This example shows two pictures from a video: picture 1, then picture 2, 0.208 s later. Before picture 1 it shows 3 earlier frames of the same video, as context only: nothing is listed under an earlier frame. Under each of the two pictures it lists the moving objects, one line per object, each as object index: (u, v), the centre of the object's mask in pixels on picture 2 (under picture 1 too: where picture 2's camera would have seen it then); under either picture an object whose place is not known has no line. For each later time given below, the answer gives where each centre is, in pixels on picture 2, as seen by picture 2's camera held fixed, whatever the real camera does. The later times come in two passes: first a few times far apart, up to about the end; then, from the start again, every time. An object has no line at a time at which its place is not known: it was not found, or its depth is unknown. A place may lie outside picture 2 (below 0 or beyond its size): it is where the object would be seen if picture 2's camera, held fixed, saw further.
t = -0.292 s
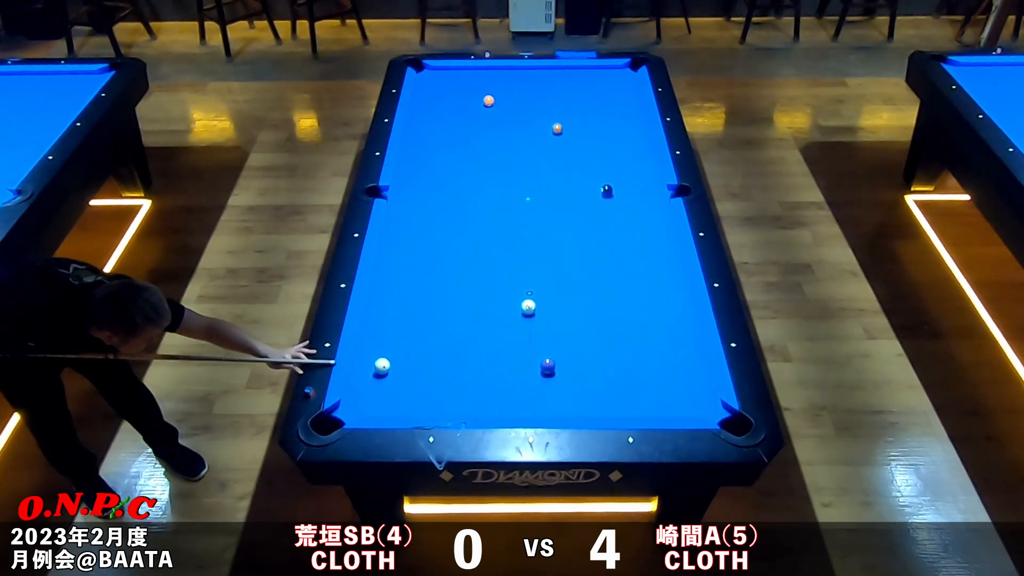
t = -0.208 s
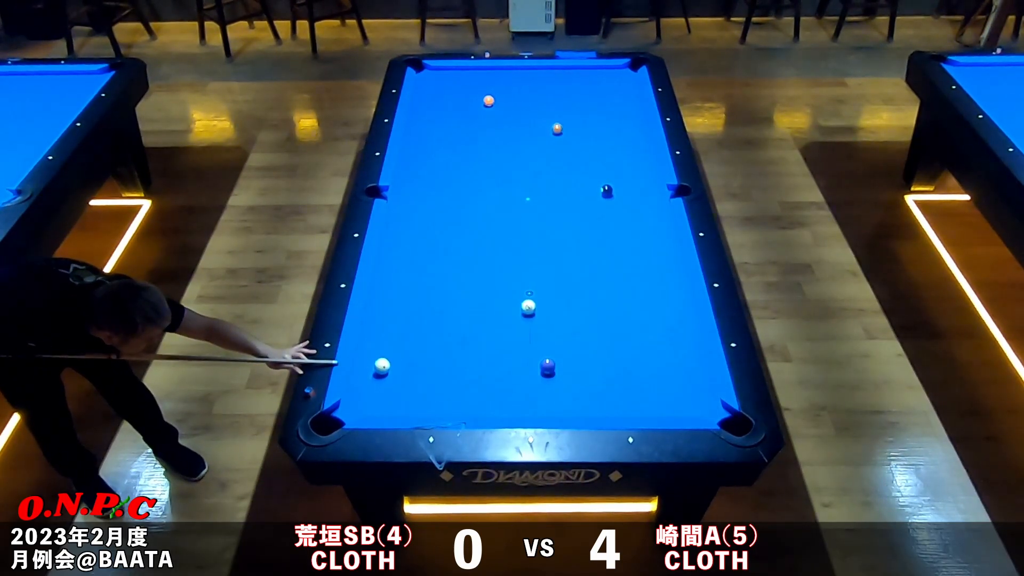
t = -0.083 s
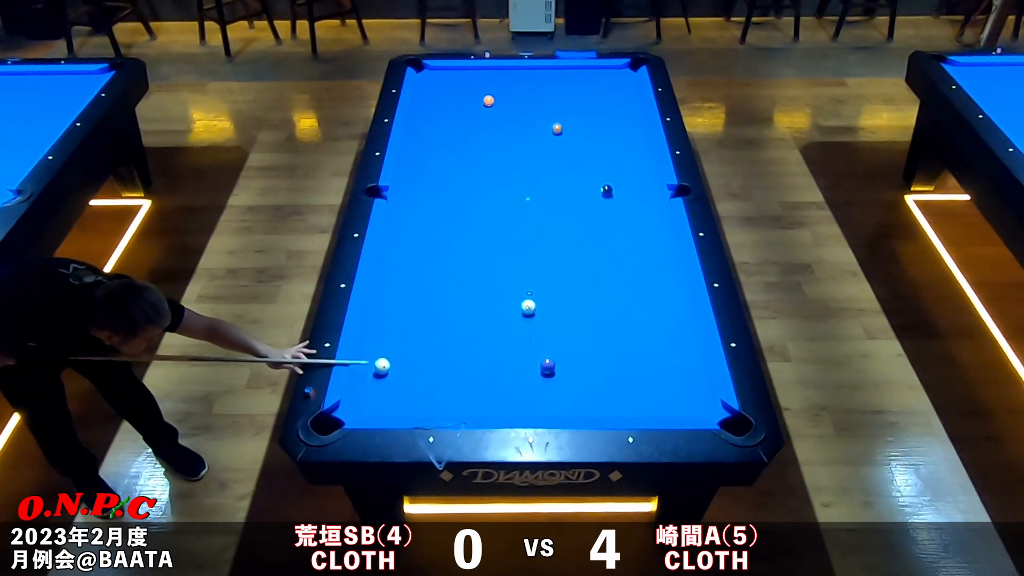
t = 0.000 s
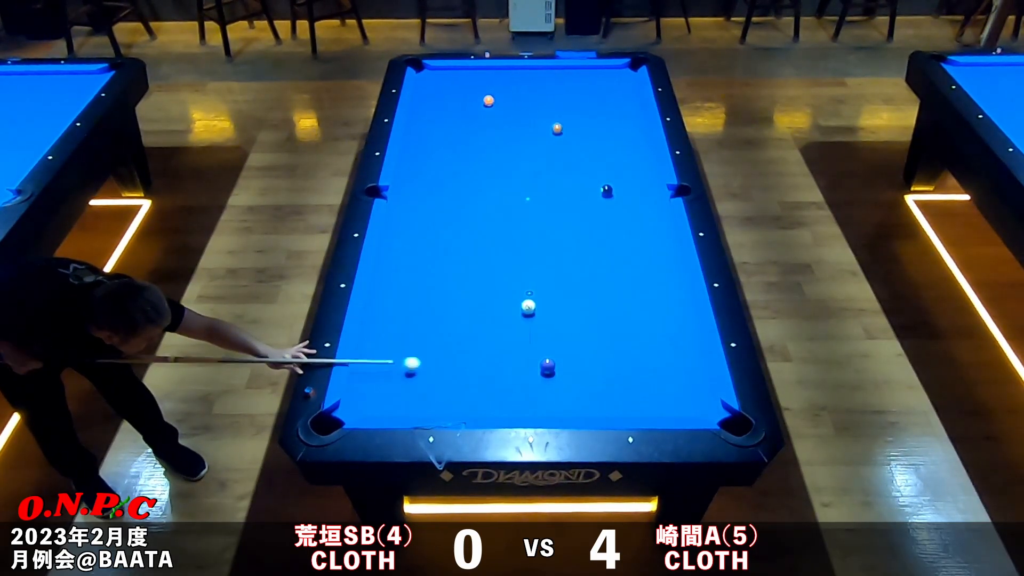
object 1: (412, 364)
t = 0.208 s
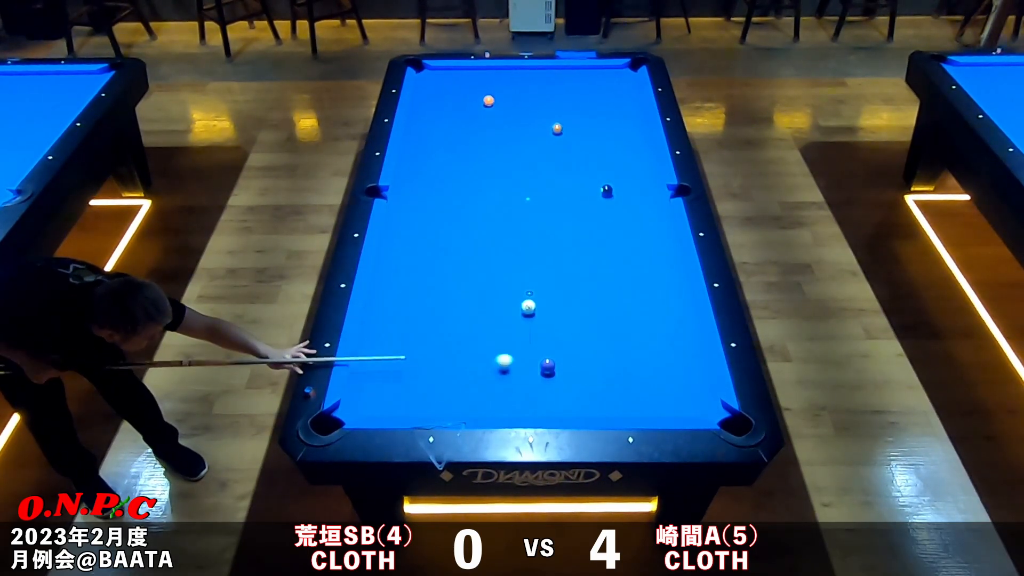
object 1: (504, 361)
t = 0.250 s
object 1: (518, 361)
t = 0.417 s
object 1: (544, 348)
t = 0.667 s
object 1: (575, 329)
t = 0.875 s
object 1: (600, 313)
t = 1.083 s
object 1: (621, 300)
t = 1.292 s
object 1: (643, 286)
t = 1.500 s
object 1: (661, 275)
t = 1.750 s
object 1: (676, 262)
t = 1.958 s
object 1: (663, 255)
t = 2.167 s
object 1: (651, 249)
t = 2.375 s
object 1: (641, 243)
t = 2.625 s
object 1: (630, 237)
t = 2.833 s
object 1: (622, 232)
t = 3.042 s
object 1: (614, 228)
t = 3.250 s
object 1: (607, 224)
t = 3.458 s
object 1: (601, 221)
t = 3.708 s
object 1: (595, 218)
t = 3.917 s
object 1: (590, 215)
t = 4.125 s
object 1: (586, 213)
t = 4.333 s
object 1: (583, 211)
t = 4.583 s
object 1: (580, 210)
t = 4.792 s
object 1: (578, 208)
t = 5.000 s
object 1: (577, 208)
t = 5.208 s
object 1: (577, 207)
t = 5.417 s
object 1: (576, 207)
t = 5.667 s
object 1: (577, 207)
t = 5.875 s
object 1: (577, 208)
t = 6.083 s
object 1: (577, 208)
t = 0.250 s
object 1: (518, 361)
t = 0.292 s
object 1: (533, 359)
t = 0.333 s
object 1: (535, 356)
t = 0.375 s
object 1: (540, 351)
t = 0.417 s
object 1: (544, 348)
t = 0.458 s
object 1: (551, 344)
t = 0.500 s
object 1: (555, 342)
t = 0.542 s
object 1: (561, 338)
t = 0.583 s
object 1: (565, 335)
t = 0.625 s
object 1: (571, 331)
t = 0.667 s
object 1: (575, 329)
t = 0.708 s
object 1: (581, 325)
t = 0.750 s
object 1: (585, 322)
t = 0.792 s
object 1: (591, 319)
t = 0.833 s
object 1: (595, 316)
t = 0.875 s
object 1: (600, 313)
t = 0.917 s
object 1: (604, 310)
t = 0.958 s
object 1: (609, 307)
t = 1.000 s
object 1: (613, 305)
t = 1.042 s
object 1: (618, 302)
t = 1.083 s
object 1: (621, 300)
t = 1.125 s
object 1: (626, 296)
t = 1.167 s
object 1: (630, 294)
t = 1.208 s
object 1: (635, 291)
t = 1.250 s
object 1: (638, 289)
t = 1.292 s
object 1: (643, 286)
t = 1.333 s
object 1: (646, 284)
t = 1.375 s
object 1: (650, 281)
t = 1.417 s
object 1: (654, 279)
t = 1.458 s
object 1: (658, 277)
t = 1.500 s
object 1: (661, 275)
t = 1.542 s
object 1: (665, 272)
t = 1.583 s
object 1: (668, 270)
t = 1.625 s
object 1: (673, 268)
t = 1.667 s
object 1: (676, 266)
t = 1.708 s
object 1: (678, 264)
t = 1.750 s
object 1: (676, 262)
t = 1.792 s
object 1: (672, 261)
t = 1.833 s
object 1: (670, 260)
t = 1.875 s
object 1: (667, 258)
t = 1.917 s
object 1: (665, 257)
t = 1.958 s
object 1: (663, 255)
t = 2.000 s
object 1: (661, 254)
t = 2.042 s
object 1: (658, 253)
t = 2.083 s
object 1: (656, 252)
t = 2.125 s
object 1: (653, 250)
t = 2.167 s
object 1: (651, 249)
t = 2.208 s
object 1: (649, 248)
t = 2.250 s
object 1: (647, 247)
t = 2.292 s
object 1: (645, 245)
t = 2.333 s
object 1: (643, 245)
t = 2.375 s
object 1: (641, 243)
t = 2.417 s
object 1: (639, 242)
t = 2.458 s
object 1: (637, 241)
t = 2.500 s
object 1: (635, 240)
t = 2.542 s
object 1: (633, 239)
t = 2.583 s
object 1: (632, 238)
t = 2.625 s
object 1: (630, 237)
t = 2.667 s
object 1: (628, 236)
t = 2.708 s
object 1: (626, 235)
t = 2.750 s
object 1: (625, 234)
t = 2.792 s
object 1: (623, 233)
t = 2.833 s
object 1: (622, 232)
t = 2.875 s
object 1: (620, 232)
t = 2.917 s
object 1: (619, 231)
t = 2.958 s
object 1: (617, 230)
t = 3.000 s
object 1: (615, 229)
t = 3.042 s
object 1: (614, 228)
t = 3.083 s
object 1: (613, 227)
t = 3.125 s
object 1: (611, 227)
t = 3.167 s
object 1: (610, 226)
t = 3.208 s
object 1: (608, 225)
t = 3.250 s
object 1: (607, 224)
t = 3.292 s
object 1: (606, 223)
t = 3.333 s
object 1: (605, 223)
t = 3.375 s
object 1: (603, 222)
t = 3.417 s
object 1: (602, 222)
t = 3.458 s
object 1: (601, 221)
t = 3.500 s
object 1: (600, 220)
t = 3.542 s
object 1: (599, 220)
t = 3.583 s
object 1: (598, 219)
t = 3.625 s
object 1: (597, 218)
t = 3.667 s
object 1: (596, 218)
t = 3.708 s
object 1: (595, 218)
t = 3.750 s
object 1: (594, 217)
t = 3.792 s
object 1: (593, 216)
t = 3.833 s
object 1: (592, 216)
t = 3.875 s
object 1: (591, 216)
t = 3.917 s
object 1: (590, 215)
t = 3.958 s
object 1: (589, 215)
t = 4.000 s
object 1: (588, 214)
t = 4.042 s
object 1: (587, 214)
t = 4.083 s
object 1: (587, 213)
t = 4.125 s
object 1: (586, 213)
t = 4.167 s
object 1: (586, 213)
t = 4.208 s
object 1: (585, 212)
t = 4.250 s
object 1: (584, 212)
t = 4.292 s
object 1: (584, 212)
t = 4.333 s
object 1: (583, 211)
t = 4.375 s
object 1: (582, 211)
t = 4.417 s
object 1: (582, 211)
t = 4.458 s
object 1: (581, 211)
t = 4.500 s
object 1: (581, 210)
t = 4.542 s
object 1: (580, 210)
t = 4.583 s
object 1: (580, 210)
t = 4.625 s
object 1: (580, 209)
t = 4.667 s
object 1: (579, 209)
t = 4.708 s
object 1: (579, 209)
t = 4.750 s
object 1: (579, 209)
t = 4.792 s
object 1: (578, 208)
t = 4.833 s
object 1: (578, 208)
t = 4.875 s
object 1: (578, 208)
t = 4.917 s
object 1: (577, 208)
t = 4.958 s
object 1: (577, 208)
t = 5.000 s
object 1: (577, 208)
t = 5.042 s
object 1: (577, 207)
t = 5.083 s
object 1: (577, 207)
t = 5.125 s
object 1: (576, 207)
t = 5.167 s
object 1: (576, 207)
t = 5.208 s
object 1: (577, 207)
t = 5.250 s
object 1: (576, 207)
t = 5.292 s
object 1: (576, 207)
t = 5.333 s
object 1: (576, 207)
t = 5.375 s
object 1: (576, 207)
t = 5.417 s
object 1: (576, 207)
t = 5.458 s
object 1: (577, 207)
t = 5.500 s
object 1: (577, 207)
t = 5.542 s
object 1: (577, 207)
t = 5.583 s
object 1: (577, 207)
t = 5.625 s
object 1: (577, 207)
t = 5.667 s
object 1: (577, 207)
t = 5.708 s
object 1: (577, 208)
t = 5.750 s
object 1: (577, 207)
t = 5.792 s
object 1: (576, 207)
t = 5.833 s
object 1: (576, 207)
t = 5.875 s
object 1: (577, 208)
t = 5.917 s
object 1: (577, 208)
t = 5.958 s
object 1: (577, 207)
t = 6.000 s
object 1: (577, 208)
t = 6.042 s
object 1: (576, 208)
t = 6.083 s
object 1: (577, 208)
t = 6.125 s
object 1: (576, 208)
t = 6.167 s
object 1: (577, 208)
